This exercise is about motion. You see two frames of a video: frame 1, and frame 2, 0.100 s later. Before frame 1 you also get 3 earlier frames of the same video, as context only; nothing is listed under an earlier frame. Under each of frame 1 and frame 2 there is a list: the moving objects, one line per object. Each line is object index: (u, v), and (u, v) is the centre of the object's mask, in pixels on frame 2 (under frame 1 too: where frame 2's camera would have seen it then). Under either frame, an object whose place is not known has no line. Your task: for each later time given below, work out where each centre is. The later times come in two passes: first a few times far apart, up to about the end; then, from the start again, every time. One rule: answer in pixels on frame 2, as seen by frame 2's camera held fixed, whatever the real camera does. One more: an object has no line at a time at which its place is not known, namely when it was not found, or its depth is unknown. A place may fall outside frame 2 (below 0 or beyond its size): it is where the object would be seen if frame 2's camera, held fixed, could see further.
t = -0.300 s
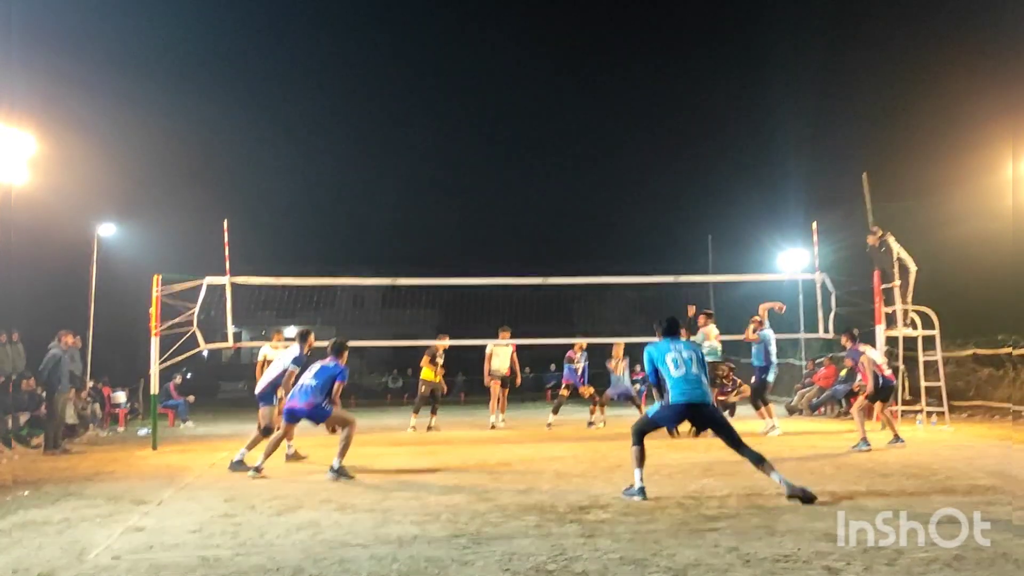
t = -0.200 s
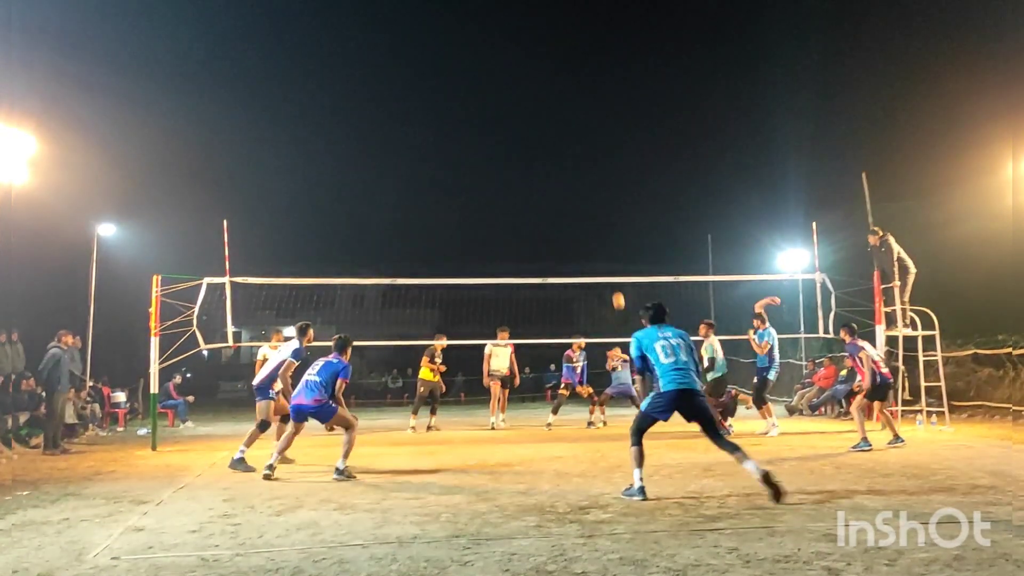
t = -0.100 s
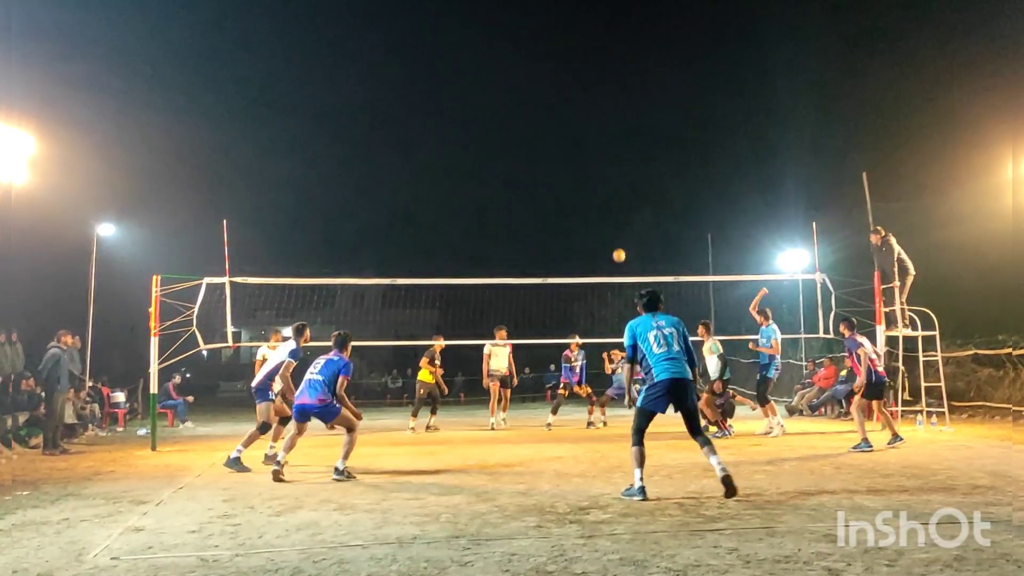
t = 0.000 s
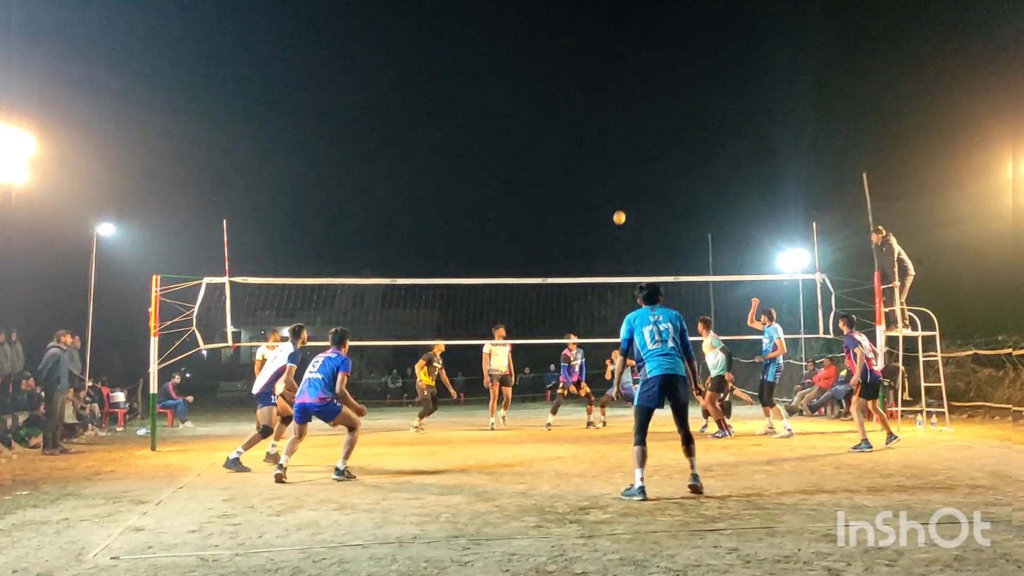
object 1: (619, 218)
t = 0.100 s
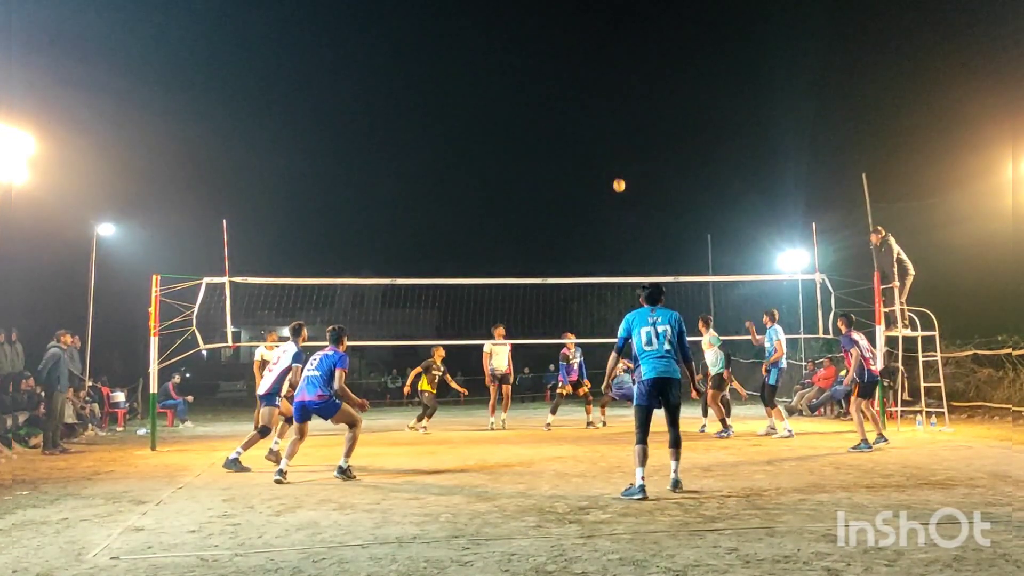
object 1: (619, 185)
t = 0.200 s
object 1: (619, 158)
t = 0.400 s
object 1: (619, 120)
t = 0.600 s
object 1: (619, 103)
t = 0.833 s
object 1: (620, 110)
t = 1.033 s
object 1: (621, 140)
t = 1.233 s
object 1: (624, 192)
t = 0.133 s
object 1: (619, 176)
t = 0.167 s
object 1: (619, 167)
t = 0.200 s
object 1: (619, 158)
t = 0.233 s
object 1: (619, 150)
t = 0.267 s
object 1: (619, 143)
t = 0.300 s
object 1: (619, 136)
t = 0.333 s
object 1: (619, 130)
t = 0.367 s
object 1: (620, 125)
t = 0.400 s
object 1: (619, 120)
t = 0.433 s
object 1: (619, 116)
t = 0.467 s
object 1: (619, 112)
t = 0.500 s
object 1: (620, 108)
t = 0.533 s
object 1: (619, 106)
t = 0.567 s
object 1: (619, 104)
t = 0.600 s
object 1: (619, 103)
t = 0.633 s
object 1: (620, 102)
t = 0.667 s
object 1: (620, 102)
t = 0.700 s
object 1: (620, 102)
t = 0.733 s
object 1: (620, 103)
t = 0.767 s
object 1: (620, 105)
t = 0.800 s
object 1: (620, 107)
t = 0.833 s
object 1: (620, 110)
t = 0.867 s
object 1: (620, 114)
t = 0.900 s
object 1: (621, 118)
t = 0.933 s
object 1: (621, 122)
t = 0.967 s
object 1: (621, 127)
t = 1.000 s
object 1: (621, 133)
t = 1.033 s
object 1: (621, 140)
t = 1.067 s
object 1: (622, 147)
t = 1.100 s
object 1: (622, 155)
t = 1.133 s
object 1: (623, 163)
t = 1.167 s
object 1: (623, 172)
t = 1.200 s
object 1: (623, 182)
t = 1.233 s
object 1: (624, 192)
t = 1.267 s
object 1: (624, 203)
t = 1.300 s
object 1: (624, 214)
